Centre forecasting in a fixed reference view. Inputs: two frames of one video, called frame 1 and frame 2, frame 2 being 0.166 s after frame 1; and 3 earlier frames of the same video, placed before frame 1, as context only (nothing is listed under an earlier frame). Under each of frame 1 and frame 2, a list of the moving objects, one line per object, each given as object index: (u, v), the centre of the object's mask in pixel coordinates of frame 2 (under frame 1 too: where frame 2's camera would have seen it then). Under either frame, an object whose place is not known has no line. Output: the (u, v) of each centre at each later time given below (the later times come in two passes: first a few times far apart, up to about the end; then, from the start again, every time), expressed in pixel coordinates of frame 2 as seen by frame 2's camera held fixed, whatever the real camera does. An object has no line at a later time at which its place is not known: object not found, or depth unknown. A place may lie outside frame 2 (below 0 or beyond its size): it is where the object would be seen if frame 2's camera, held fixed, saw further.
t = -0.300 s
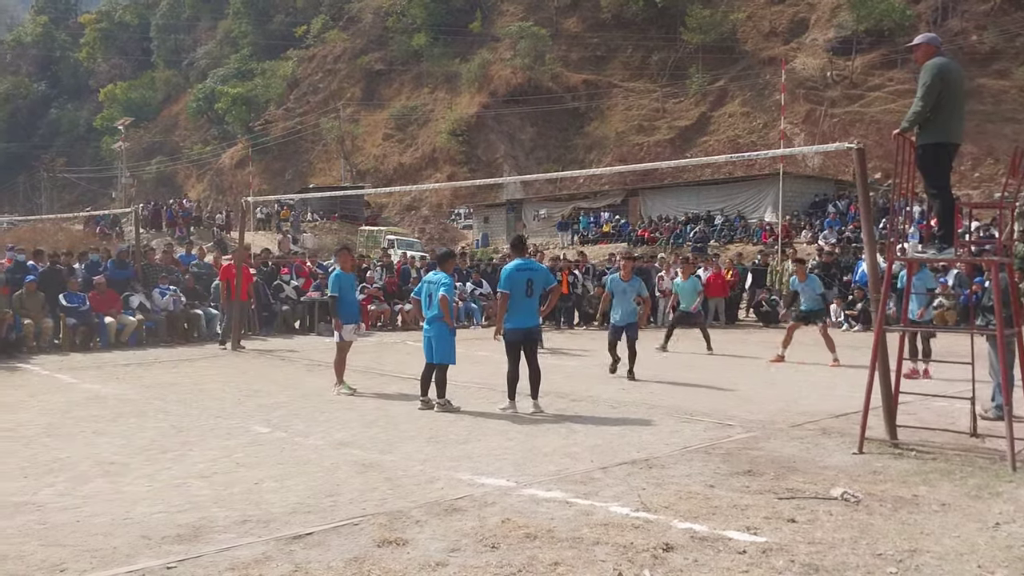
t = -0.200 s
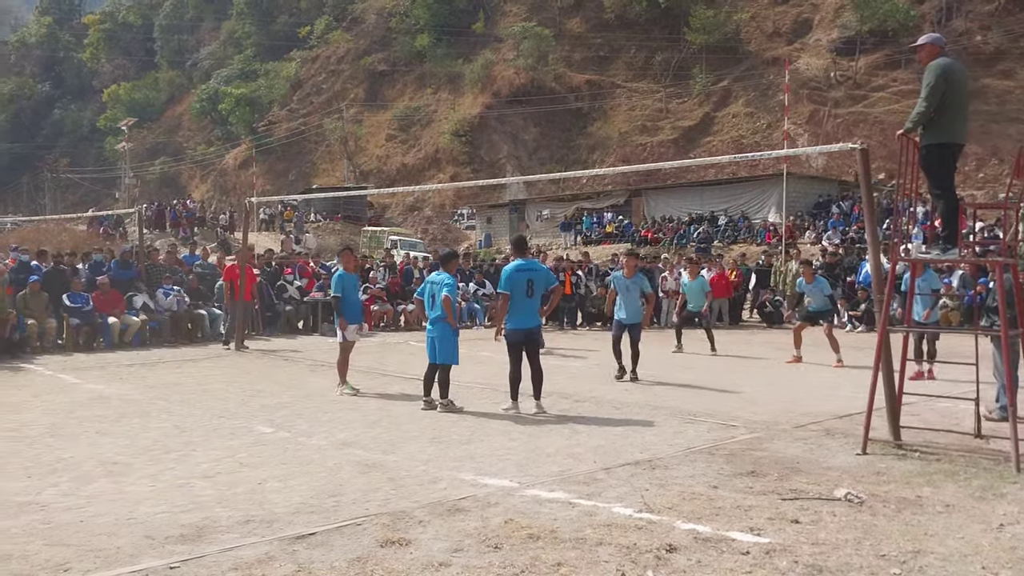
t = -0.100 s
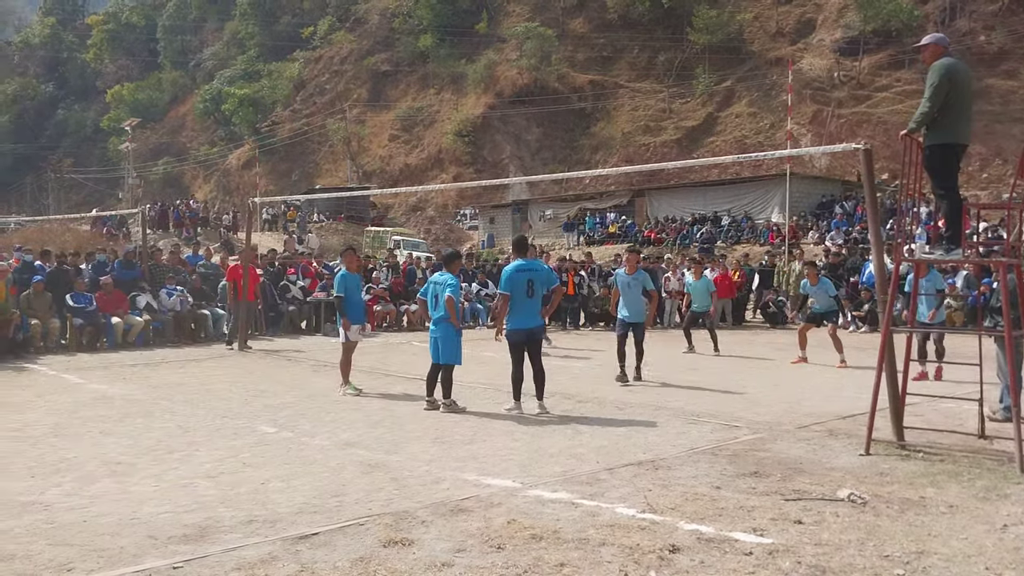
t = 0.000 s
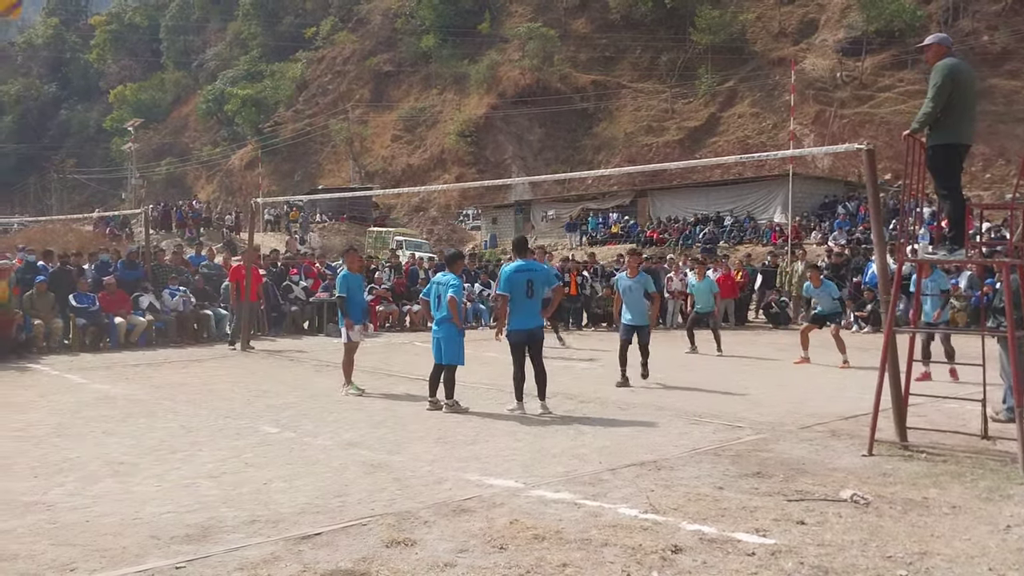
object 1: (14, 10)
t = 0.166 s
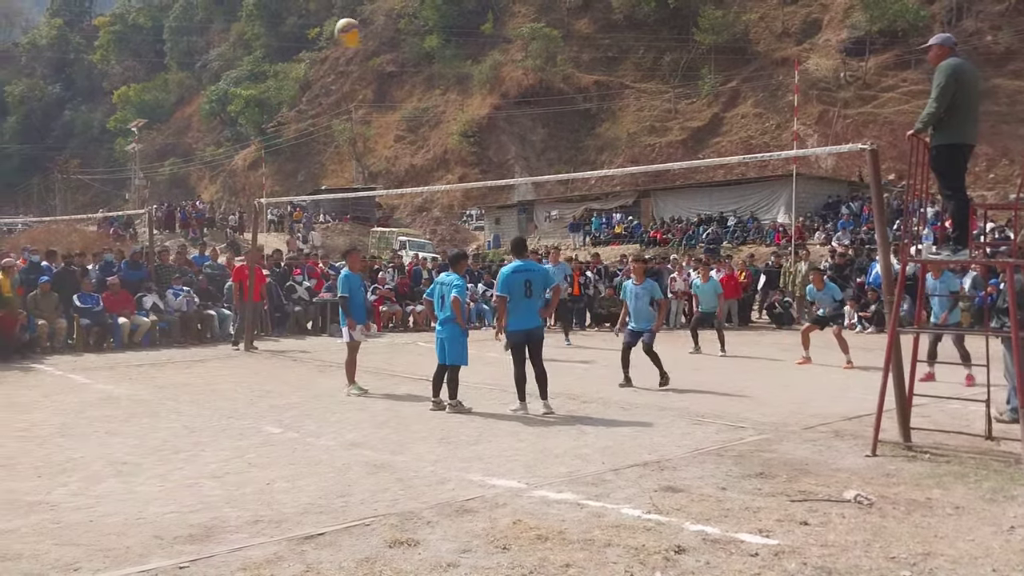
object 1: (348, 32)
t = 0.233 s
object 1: (439, 51)
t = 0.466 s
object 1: (652, 127)
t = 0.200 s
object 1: (396, 41)
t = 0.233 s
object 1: (439, 51)
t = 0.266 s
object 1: (478, 62)
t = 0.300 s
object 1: (511, 69)
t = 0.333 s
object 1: (544, 82)
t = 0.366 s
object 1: (575, 94)
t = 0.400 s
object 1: (601, 105)
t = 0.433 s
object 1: (627, 116)
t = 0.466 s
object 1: (652, 127)
